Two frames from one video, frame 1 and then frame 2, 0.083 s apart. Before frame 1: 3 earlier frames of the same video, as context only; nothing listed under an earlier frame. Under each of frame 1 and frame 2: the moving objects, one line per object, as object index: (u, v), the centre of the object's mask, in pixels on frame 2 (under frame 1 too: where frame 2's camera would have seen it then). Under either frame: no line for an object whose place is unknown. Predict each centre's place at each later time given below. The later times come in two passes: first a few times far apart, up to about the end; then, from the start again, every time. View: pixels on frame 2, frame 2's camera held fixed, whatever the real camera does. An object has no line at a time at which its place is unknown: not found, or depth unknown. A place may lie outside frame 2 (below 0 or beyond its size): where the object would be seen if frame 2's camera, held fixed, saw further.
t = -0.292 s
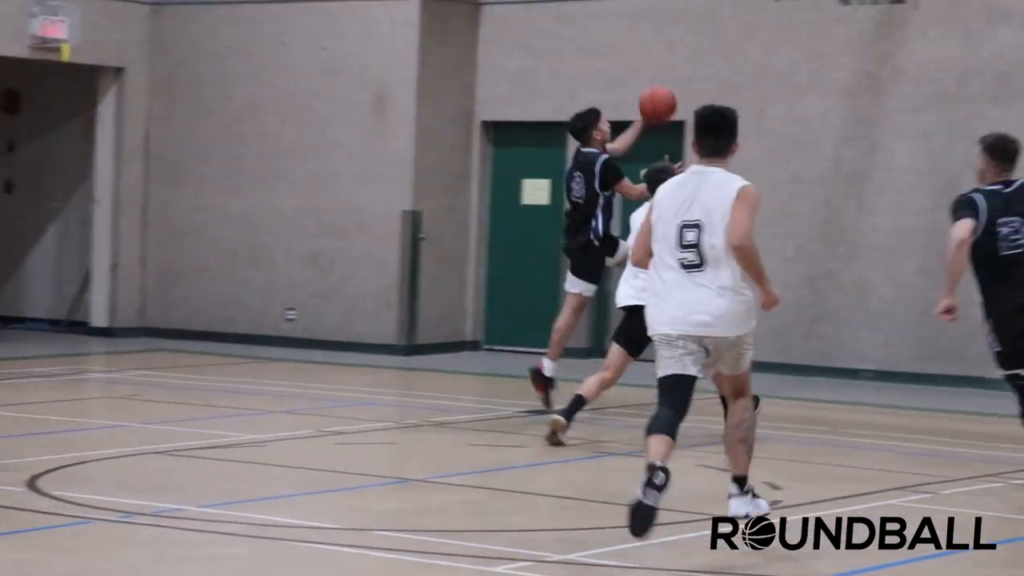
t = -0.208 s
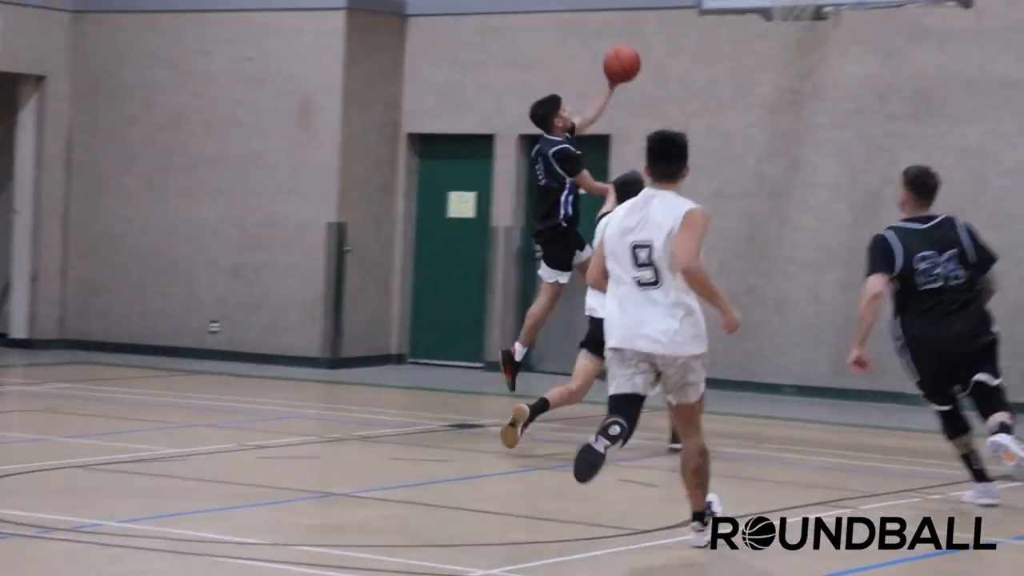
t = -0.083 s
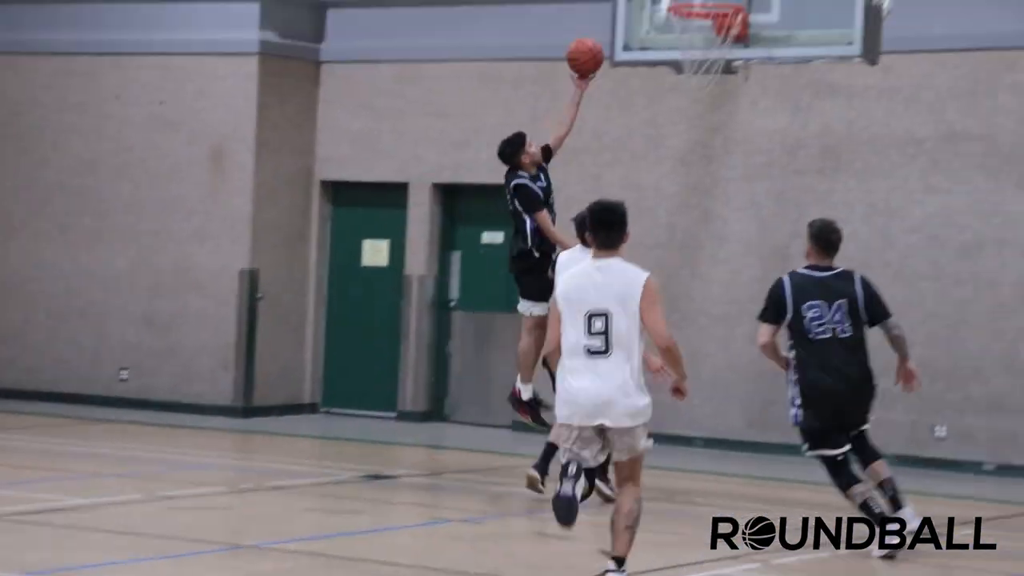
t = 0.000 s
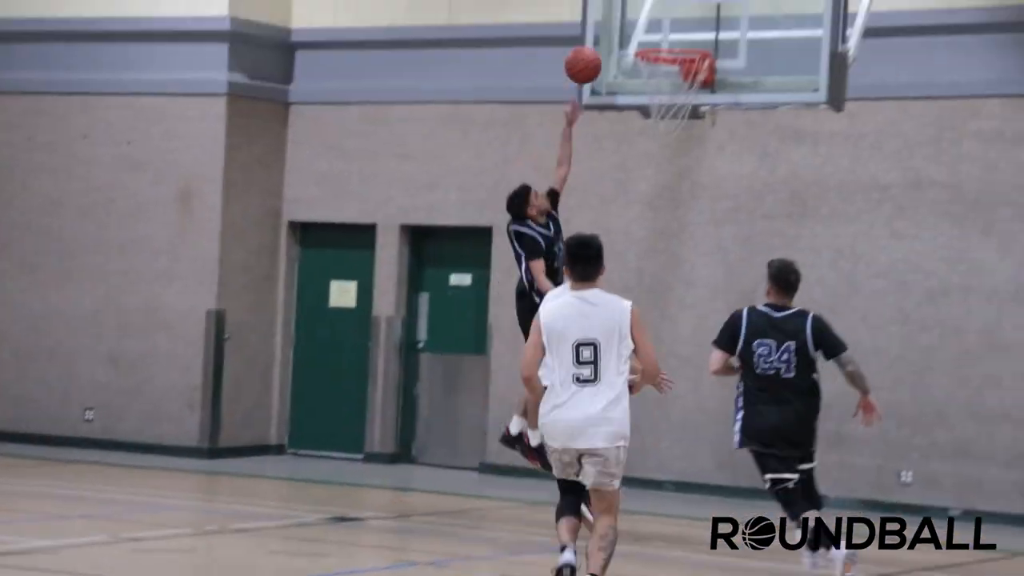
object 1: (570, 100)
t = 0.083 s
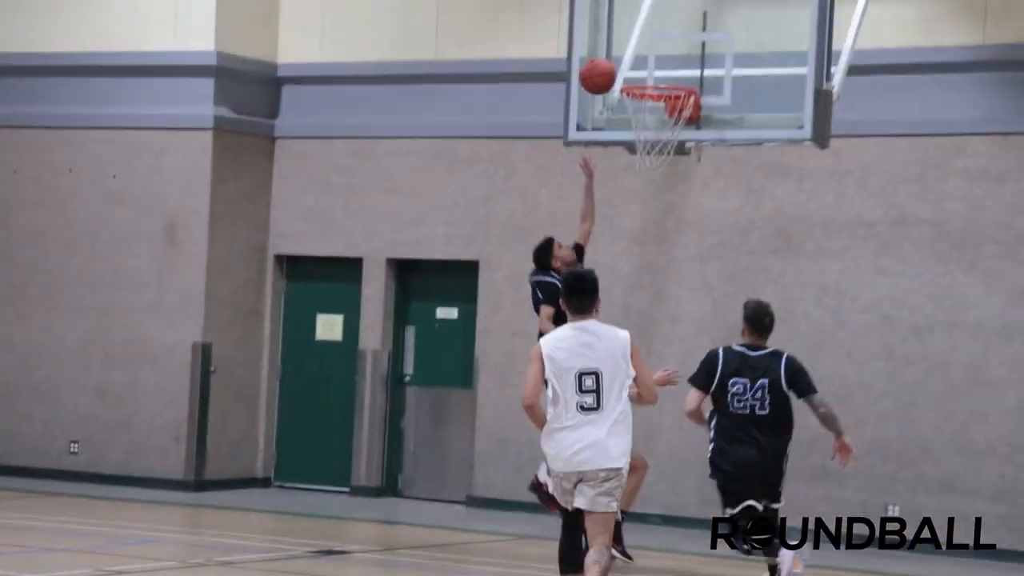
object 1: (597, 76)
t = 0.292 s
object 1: (635, 50)
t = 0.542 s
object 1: (654, 96)
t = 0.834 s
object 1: (653, 245)
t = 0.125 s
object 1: (611, 68)
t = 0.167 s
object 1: (625, 62)
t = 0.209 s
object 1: (629, 55)
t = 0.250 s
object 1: (632, 52)
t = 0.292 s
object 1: (635, 50)
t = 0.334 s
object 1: (639, 52)
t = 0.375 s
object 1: (642, 55)
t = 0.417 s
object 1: (646, 62)
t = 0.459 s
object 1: (649, 70)
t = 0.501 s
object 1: (652, 76)
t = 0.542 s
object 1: (654, 96)
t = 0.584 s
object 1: (655, 110)
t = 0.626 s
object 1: (653, 128)
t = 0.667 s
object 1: (653, 150)
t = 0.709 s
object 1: (654, 169)
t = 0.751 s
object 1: (654, 192)
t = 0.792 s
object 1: (654, 217)
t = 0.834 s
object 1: (653, 245)
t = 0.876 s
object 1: (652, 277)
